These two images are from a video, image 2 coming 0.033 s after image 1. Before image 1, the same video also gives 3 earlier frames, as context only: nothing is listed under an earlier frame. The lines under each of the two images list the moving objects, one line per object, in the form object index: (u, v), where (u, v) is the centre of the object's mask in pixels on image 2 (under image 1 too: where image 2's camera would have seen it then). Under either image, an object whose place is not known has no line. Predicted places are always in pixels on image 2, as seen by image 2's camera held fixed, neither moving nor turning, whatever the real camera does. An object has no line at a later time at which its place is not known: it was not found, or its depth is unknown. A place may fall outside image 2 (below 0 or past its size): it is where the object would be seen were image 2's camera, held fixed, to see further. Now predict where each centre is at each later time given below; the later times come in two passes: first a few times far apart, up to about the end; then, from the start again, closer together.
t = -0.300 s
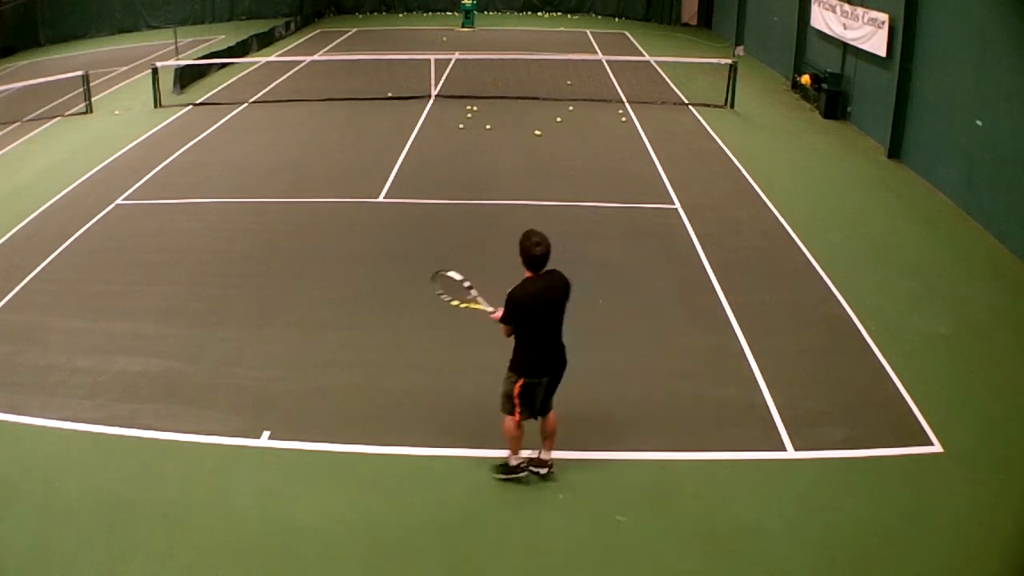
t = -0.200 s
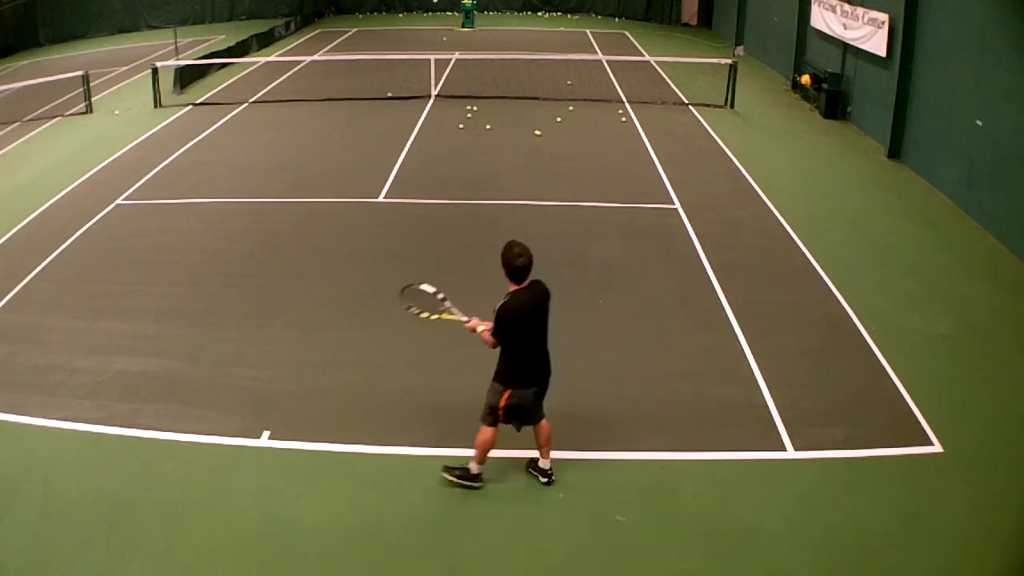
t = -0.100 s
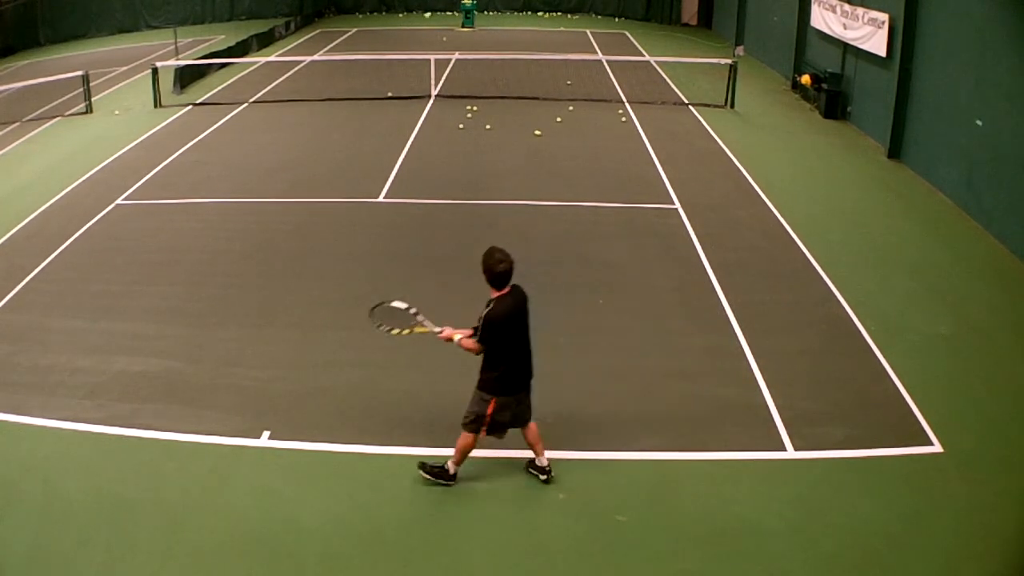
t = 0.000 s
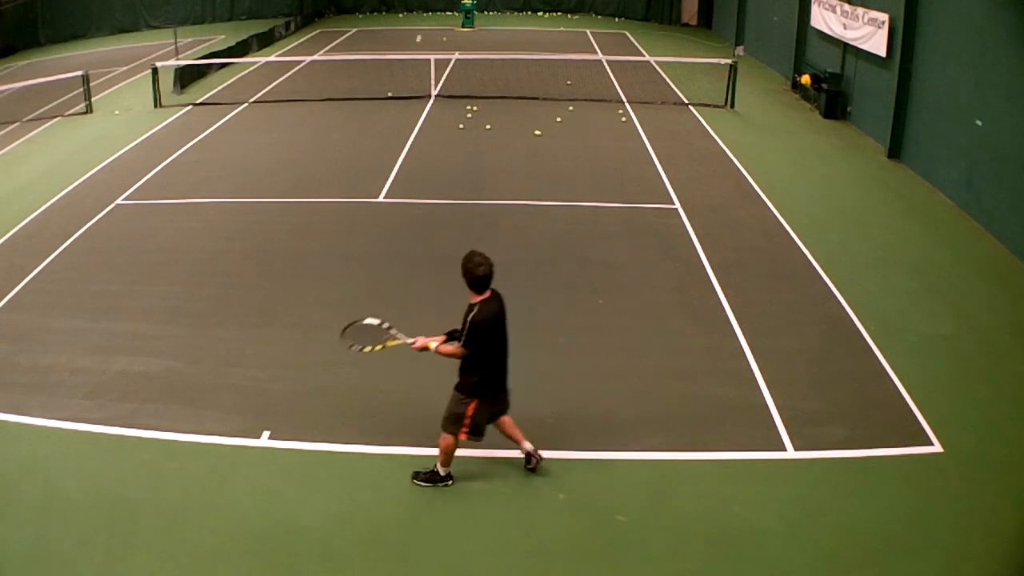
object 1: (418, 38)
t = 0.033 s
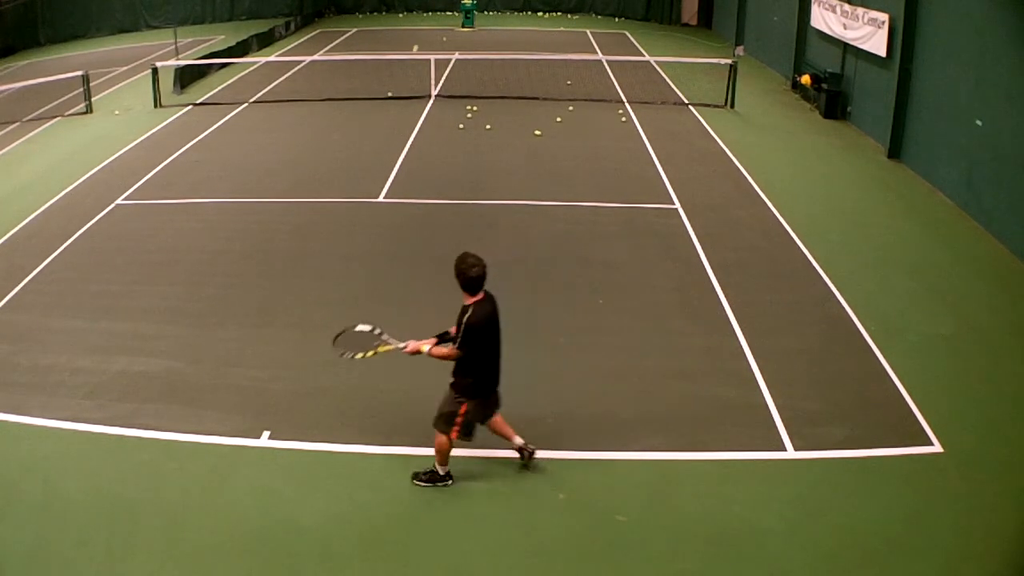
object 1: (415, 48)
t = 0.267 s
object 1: (387, 164)
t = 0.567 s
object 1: (348, 231)
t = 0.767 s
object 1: (316, 255)
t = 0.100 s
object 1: (408, 73)
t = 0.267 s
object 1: (387, 164)
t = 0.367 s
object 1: (373, 243)
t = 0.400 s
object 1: (369, 243)
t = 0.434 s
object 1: (365, 239)
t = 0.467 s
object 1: (361, 236)
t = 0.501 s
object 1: (357, 234)
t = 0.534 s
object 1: (352, 232)
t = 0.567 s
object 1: (348, 231)
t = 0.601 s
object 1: (343, 232)
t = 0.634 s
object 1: (339, 234)
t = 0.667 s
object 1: (333, 237)
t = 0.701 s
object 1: (328, 242)
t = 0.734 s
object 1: (322, 247)
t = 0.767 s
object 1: (316, 255)
